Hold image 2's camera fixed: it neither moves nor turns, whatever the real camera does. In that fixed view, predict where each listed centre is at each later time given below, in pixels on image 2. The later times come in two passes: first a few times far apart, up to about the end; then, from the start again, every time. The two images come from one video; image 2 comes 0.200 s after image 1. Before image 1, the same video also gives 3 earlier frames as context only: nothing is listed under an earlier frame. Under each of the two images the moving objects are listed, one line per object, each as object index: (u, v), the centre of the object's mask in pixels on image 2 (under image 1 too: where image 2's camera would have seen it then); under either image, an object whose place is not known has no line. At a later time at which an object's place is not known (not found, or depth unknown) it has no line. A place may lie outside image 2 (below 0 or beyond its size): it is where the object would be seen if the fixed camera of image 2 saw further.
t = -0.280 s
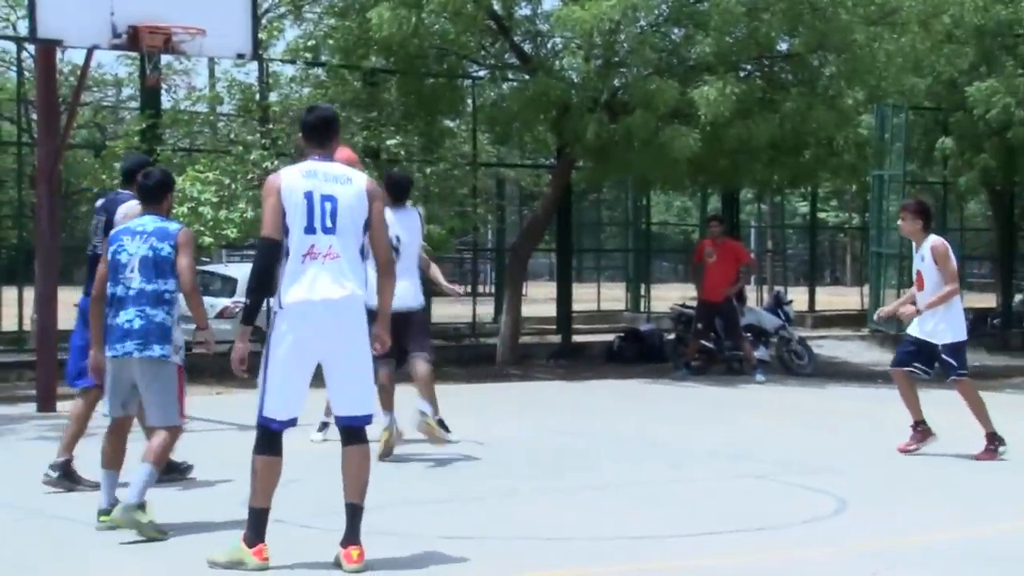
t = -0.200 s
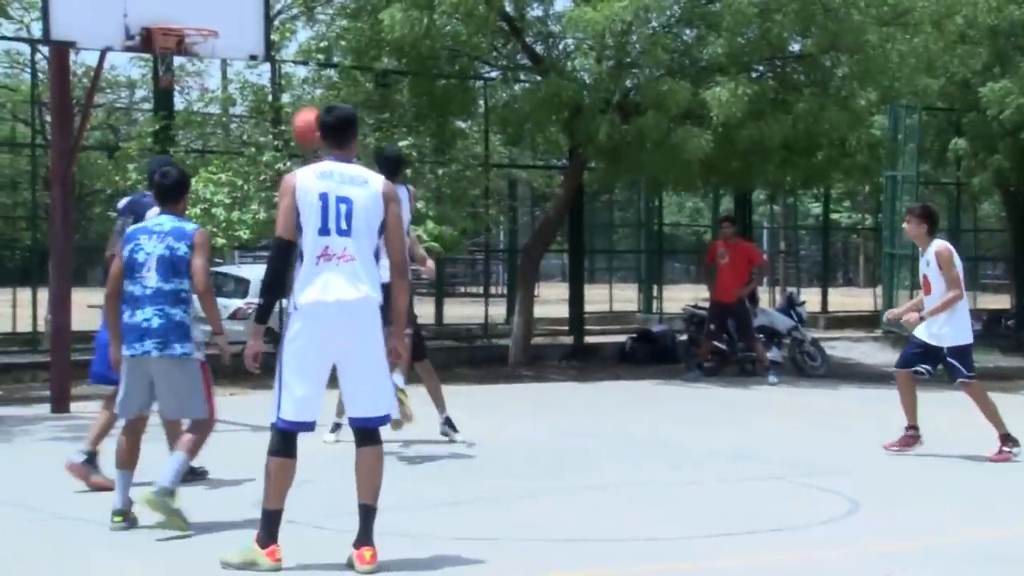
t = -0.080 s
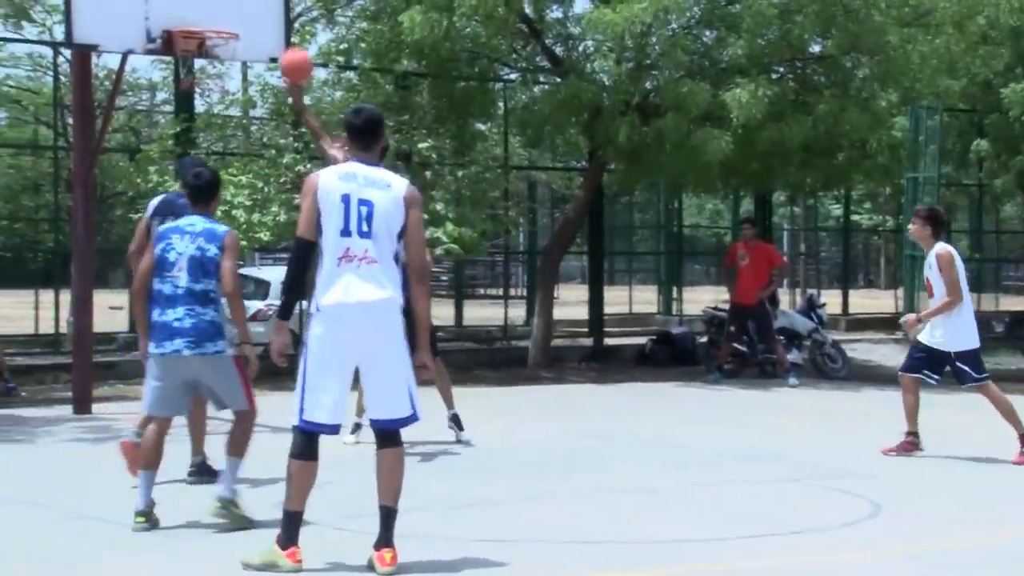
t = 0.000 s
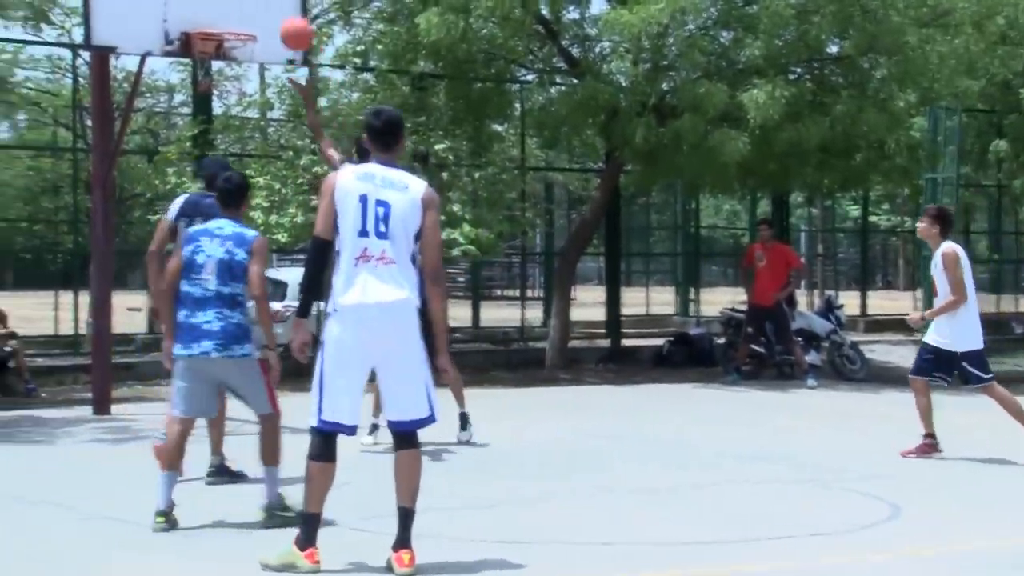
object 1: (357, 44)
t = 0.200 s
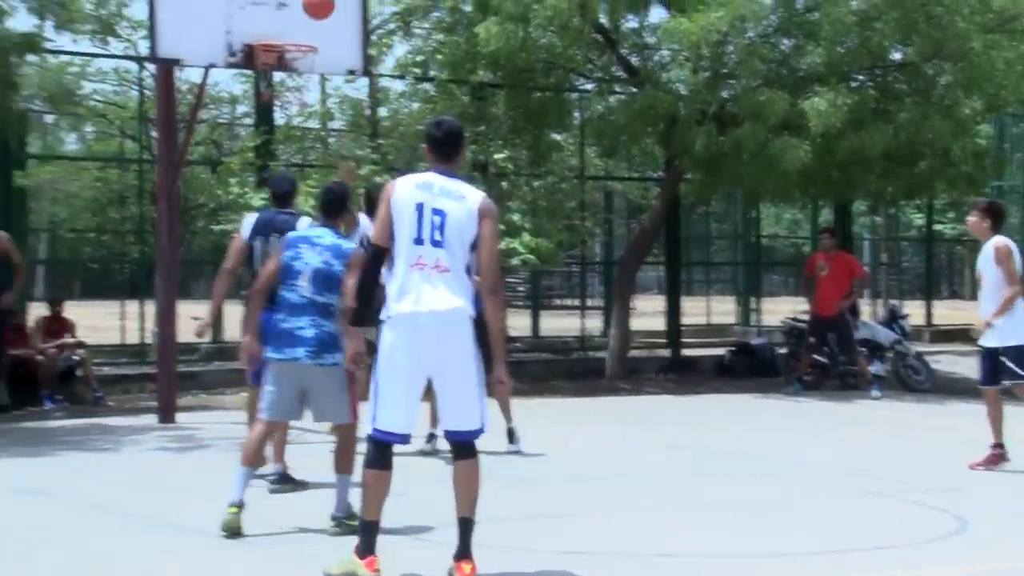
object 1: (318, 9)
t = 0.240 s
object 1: (311, 6)
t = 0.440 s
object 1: (276, 24)
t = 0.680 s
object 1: (306, -6)
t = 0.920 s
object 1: (353, 12)
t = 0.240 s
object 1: (311, 6)
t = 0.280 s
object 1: (304, 4)
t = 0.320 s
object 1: (296, 4)
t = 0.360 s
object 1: (290, 9)
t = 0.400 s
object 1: (283, 16)
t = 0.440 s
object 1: (276, 24)
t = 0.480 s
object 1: (271, 31)
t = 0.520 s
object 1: (277, 23)
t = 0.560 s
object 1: (284, 13)
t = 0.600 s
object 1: (291, 5)
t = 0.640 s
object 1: (298, -2)
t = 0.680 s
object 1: (306, -6)
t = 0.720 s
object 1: (314, -8)
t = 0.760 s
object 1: (321, -8)
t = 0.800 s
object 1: (329, -6)
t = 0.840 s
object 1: (337, -2)
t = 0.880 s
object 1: (344, 4)
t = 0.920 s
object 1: (353, 12)
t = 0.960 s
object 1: (360, 22)
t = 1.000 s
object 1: (367, 33)
